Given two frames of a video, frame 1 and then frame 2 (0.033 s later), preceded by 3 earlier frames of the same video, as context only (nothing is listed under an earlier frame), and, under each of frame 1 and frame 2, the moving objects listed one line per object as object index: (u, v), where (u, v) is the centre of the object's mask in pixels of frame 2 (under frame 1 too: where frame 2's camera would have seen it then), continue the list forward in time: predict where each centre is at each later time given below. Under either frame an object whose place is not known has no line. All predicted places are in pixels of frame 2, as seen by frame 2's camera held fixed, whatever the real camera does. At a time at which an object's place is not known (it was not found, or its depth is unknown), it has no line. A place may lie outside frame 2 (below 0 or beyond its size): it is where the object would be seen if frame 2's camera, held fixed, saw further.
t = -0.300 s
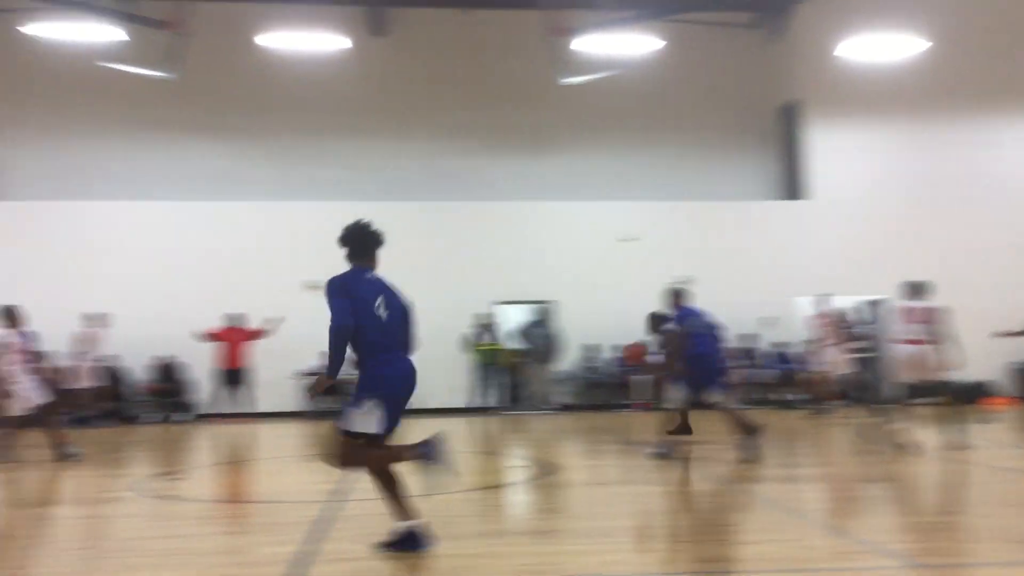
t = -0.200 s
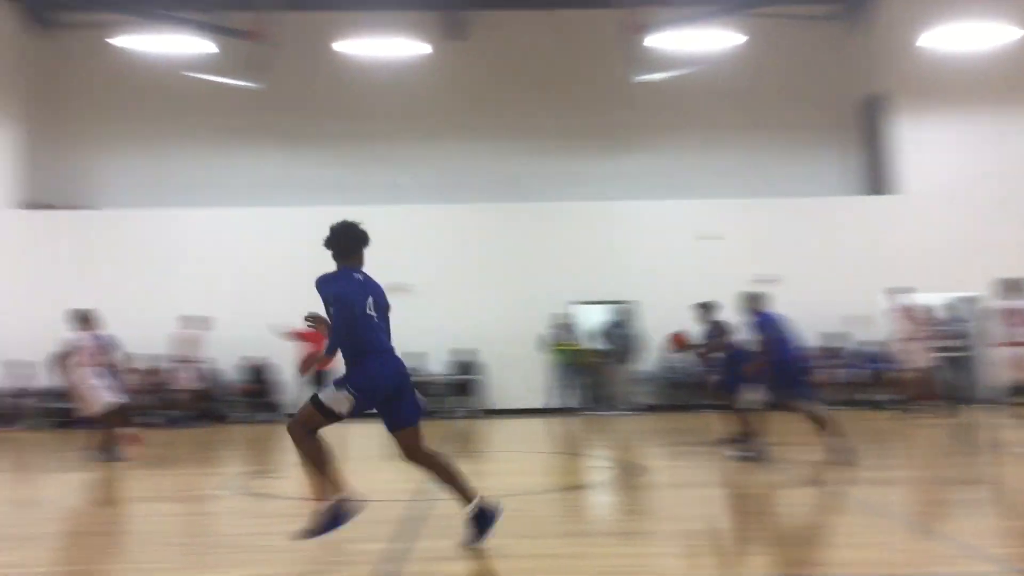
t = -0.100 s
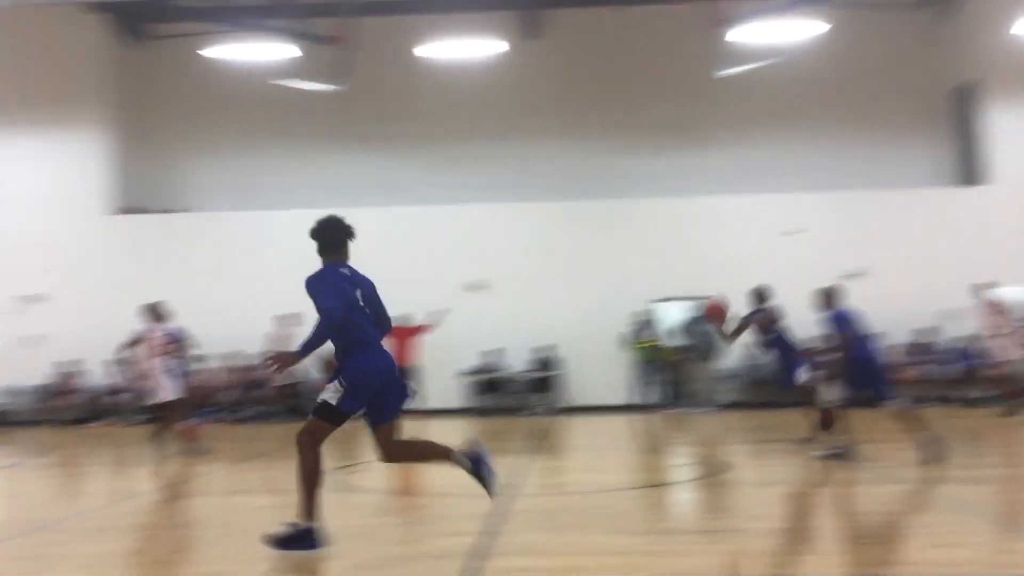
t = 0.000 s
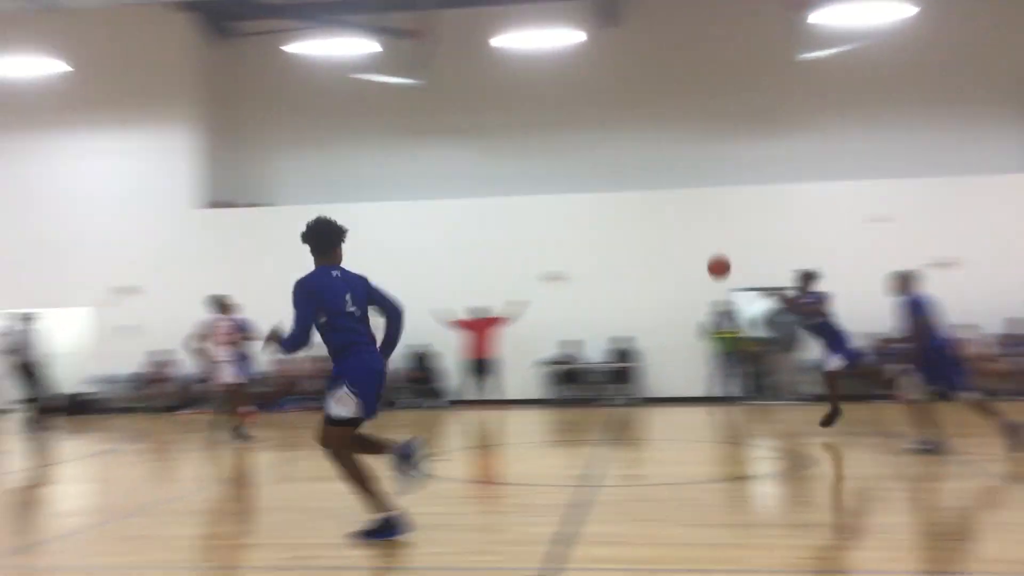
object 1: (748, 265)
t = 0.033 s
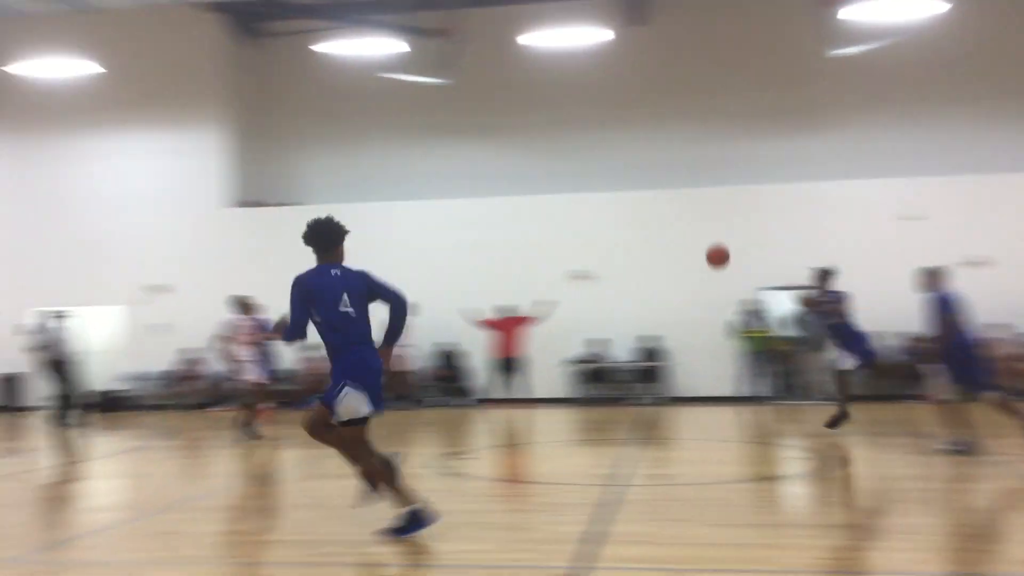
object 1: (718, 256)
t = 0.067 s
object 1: (687, 247)
